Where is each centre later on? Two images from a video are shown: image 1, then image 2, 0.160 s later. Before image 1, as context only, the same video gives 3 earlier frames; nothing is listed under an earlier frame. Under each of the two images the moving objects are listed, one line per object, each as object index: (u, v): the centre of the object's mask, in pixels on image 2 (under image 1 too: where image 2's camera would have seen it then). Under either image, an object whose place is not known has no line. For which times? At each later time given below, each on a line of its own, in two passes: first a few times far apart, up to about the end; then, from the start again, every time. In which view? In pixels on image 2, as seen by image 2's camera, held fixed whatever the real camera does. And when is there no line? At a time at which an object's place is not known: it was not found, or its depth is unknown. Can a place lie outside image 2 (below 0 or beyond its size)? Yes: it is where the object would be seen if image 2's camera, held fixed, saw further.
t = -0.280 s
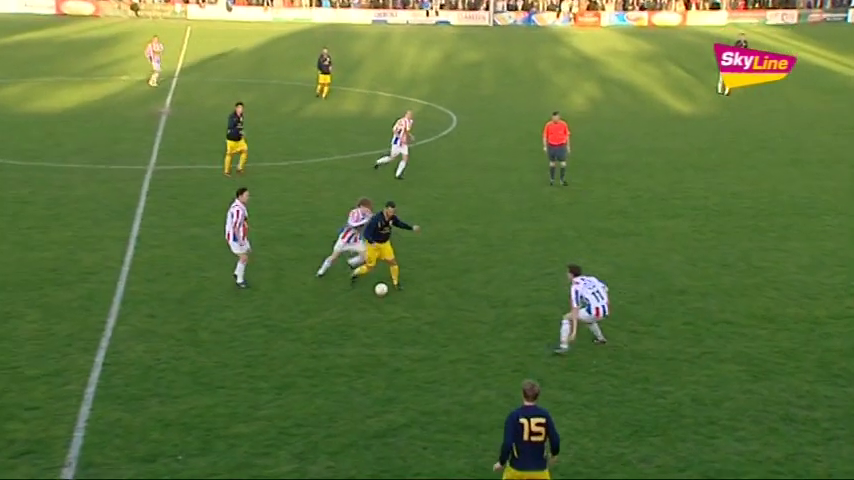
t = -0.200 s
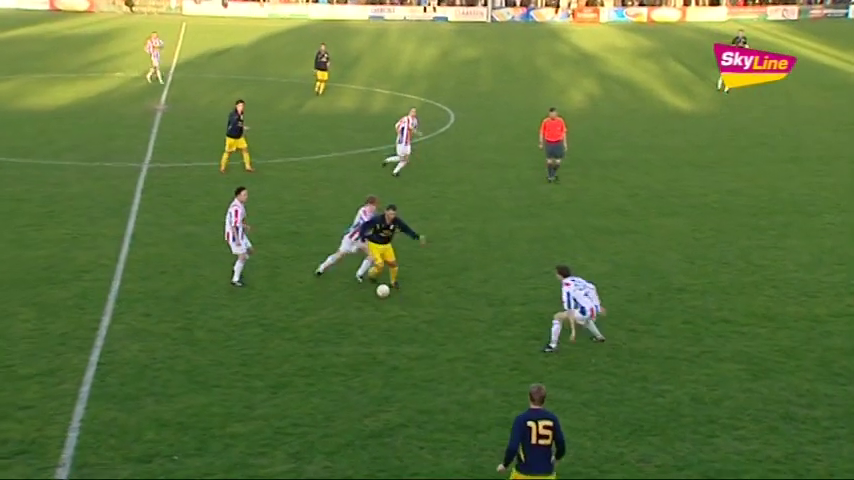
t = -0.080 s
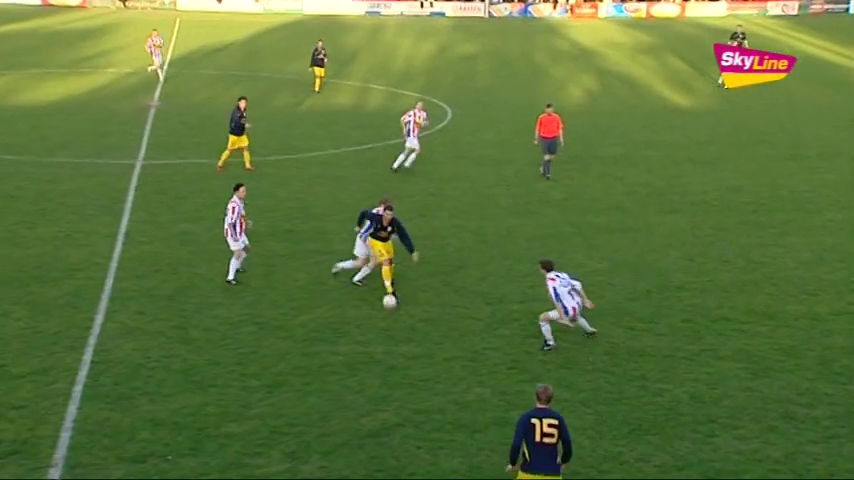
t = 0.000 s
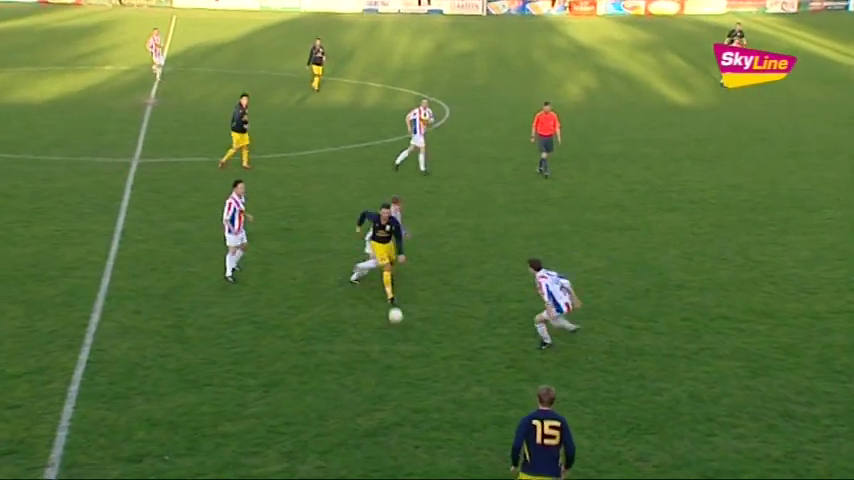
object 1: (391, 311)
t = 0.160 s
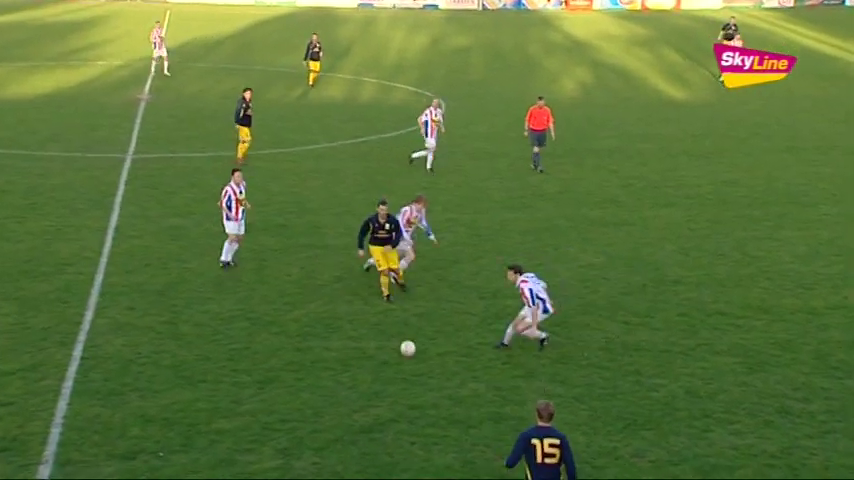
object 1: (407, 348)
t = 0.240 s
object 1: (415, 360)
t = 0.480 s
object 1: (440, 423)
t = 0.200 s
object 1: (412, 353)
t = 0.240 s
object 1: (415, 360)
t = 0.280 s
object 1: (420, 367)
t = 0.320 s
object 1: (423, 377)
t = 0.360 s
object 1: (428, 388)
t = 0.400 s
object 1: (432, 401)
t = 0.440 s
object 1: (436, 414)
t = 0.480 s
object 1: (440, 423)
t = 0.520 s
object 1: (446, 433)
